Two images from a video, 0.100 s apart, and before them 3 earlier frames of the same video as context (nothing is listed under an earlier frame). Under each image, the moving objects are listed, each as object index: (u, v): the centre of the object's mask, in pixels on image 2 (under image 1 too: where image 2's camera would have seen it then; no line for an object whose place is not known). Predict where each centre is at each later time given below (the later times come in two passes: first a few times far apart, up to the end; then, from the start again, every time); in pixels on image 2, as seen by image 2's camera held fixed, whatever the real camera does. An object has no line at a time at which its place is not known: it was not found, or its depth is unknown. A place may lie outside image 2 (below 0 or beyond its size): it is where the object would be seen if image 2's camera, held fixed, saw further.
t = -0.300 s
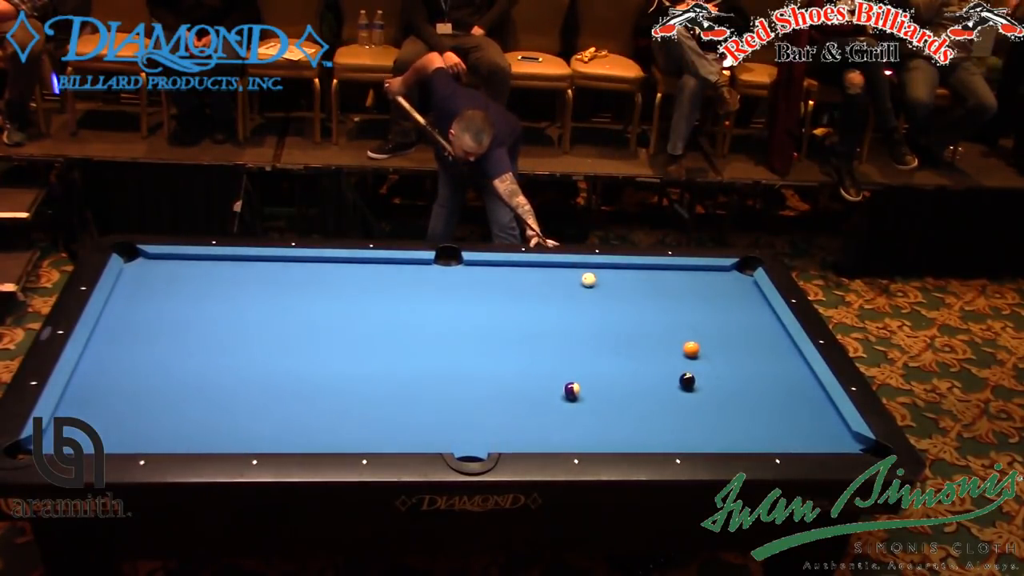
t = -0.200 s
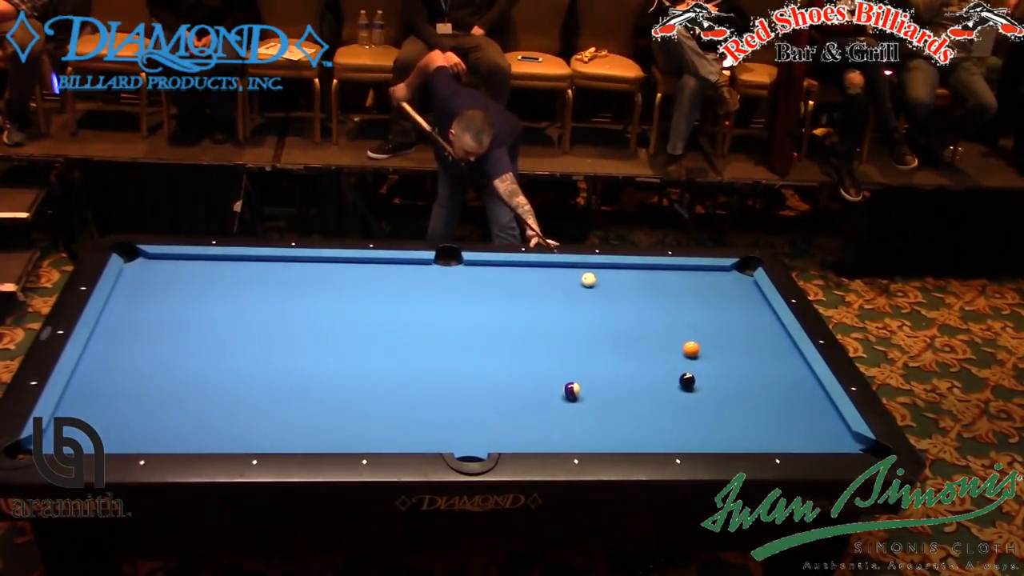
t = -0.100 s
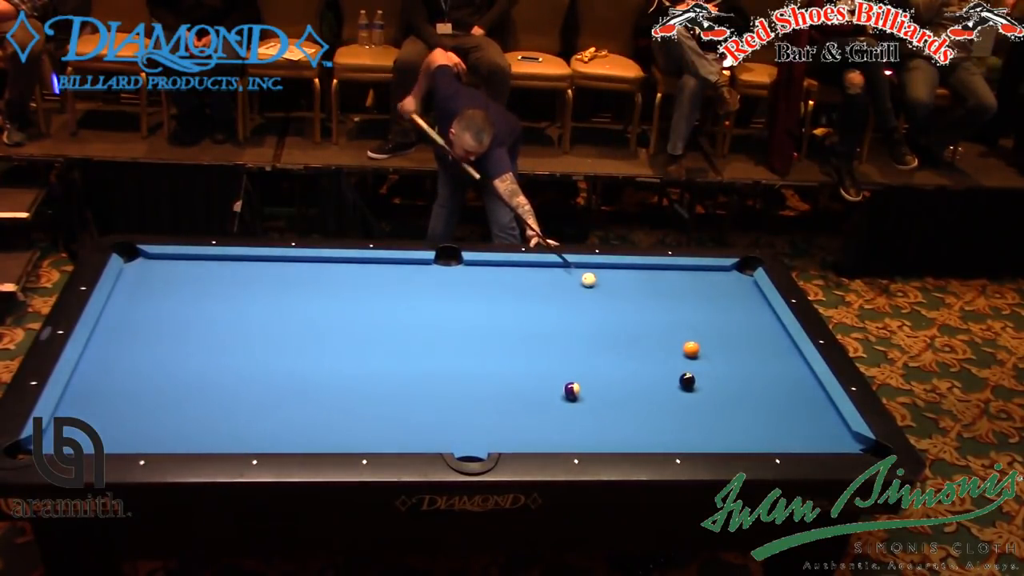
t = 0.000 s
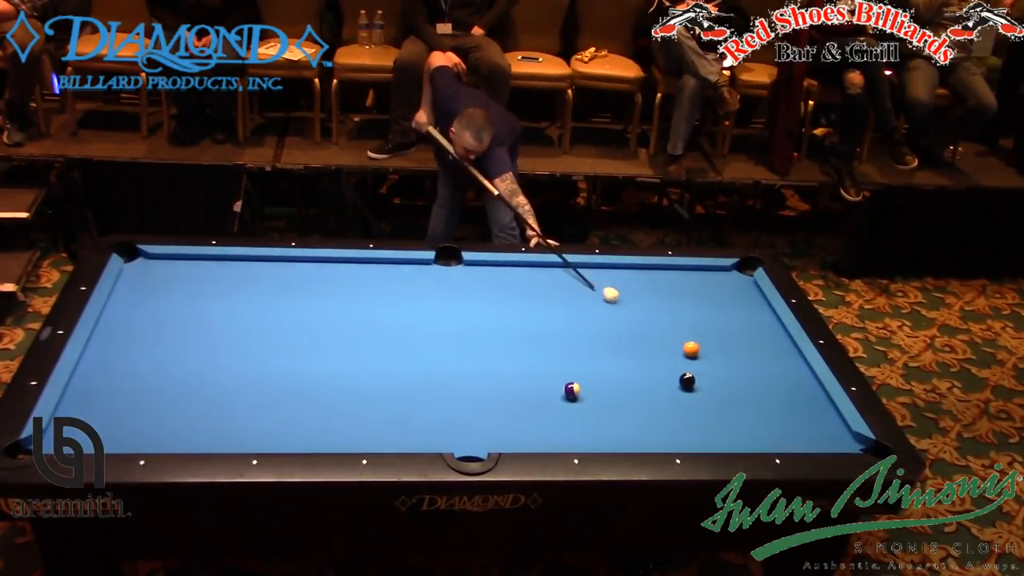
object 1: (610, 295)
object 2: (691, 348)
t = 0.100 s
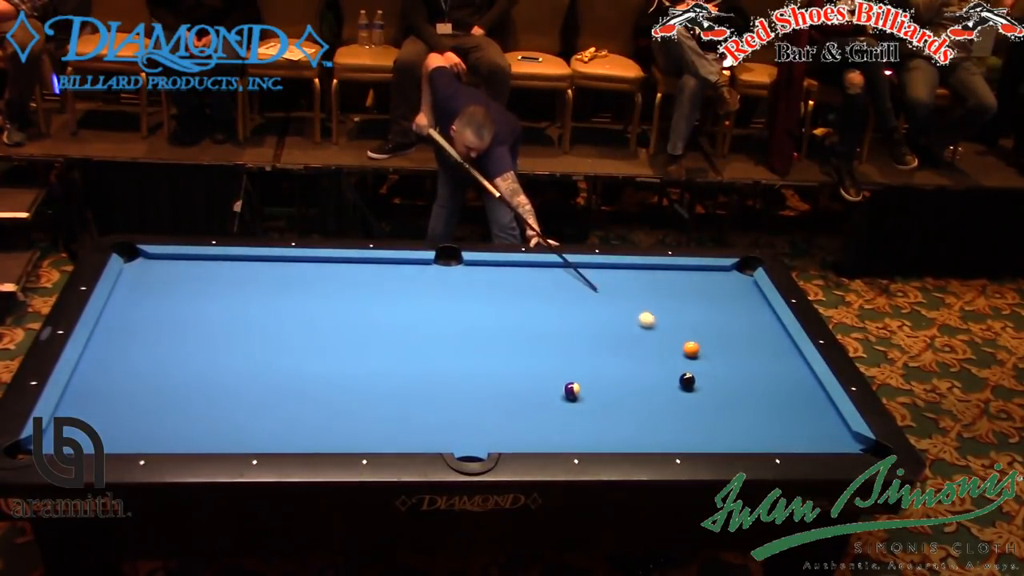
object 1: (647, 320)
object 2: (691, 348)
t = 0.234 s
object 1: (678, 343)
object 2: (707, 358)
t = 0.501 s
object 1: (672, 347)
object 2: (795, 409)
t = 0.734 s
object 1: (667, 351)
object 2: (872, 452)
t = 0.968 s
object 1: (664, 354)
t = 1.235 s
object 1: (660, 356)
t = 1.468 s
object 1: (657, 358)
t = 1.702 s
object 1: (655, 360)
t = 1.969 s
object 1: (653, 361)
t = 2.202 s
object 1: (652, 361)
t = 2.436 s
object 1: (651, 362)
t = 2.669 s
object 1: (651, 362)
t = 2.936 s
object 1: (651, 362)
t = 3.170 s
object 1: (651, 362)
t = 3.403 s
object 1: (651, 362)
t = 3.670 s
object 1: (651, 362)
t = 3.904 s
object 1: (651, 362)
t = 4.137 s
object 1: (651, 362)
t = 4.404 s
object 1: (651, 362)
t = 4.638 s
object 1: (651, 362)
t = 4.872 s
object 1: (651, 362)
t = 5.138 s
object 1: (651, 362)
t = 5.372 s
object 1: (651, 362)
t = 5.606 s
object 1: (651, 362)
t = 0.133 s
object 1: (659, 328)
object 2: (691, 348)
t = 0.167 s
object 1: (670, 336)
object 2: (691, 349)
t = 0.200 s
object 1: (679, 343)
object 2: (694, 350)
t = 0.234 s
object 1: (678, 343)
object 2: (707, 358)
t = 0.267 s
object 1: (677, 344)
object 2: (719, 365)
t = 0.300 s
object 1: (677, 344)
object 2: (730, 371)
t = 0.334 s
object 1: (676, 345)
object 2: (742, 378)
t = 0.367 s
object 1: (675, 345)
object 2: (753, 385)
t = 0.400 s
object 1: (674, 346)
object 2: (764, 391)
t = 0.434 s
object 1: (674, 346)
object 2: (775, 397)
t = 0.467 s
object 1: (673, 347)
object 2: (785, 403)
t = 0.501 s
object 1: (672, 347)
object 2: (795, 409)
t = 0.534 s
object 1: (672, 348)
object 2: (806, 415)
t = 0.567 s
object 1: (671, 348)
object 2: (816, 422)
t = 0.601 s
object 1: (670, 349)
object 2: (827, 428)
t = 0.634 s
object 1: (670, 349)
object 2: (838, 434)
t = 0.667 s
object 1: (669, 350)
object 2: (849, 439)
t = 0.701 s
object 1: (668, 350)
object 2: (861, 444)
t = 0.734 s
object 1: (667, 351)
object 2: (872, 452)
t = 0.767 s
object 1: (667, 351)
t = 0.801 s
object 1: (666, 351)
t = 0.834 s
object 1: (666, 352)
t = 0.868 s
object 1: (665, 353)
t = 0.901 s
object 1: (665, 353)
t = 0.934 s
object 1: (664, 353)
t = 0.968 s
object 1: (664, 354)
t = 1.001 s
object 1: (663, 354)
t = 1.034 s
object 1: (663, 354)
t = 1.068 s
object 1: (662, 355)
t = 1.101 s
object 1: (662, 355)
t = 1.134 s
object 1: (661, 355)
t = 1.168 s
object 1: (661, 356)
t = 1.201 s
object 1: (660, 356)
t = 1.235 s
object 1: (660, 356)
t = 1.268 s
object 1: (660, 357)
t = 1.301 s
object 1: (659, 357)
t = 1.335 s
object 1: (659, 357)
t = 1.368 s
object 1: (658, 358)
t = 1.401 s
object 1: (658, 358)
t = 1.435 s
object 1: (657, 358)
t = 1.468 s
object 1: (657, 358)
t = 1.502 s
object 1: (657, 358)
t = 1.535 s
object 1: (656, 359)
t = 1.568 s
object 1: (656, 359)
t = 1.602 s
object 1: (656, 359)
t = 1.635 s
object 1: (655, 359)
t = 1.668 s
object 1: (655, 359)
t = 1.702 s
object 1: (655, 360)
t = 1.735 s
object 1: (654, 360)
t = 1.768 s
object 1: (654, 360)
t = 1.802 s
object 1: (654, 360)
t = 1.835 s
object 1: (654, 360)
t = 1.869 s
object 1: (653, 360)
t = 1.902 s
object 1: (653, 360)
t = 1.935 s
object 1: (653, 361)
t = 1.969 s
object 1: (653, 361)
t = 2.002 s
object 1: (653, 361)
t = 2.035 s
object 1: (652, 361)
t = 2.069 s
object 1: (652, 361)
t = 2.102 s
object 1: (652, 361)
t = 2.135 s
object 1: (652, 361)
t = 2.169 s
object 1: (652, 361)
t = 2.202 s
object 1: (652, 361)
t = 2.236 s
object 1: (652, 361)
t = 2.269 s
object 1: (651, 361)
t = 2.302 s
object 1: (651, 361)
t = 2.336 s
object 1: (651, 362)
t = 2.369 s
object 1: (651, 362)
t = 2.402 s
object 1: (651, 362)
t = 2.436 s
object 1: (651, 362)
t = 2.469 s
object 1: (651, 362)
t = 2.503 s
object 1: (651, 362)
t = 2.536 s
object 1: (651, 362)
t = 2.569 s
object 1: (651, 362)
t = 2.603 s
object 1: (651, 362)
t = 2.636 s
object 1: (651, 362)
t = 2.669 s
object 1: (651, 362)
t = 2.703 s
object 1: (651, 362)
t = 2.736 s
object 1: (651, 362)
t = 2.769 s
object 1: (651, 362)
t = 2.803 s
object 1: (651, 362)
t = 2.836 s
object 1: (651, 362)
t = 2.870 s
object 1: (651, 362)
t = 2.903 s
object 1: (651, 362)
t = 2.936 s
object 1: (651, 362)
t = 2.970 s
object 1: (651, 362)
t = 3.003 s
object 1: (651, 362)
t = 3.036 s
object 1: (651, 362)
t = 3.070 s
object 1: (651, 362)
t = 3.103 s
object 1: (651, 362)
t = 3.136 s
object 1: (651, 362)
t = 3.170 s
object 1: (651, 362)
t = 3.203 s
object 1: (651, 362)
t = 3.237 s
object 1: (651, 362)
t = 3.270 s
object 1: (651, 362)
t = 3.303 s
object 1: (651, 362)
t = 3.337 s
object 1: (651, 362)
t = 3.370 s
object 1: (651, 362)
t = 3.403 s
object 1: (651, 362)
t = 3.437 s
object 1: (651, 362)
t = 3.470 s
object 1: (651, 362)
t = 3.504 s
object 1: (651, 362)
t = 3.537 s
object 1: (651, 362)
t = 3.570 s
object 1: (651, 362)
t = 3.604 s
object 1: (651, 362)
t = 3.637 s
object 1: (651, 362)
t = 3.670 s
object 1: (651, 362)
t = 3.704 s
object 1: (651, 362)
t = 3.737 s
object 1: (651, 362)
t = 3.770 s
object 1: (651, 362)
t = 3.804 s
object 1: (651, 362)
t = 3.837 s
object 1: (651, 362)
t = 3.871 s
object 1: (651, 362)
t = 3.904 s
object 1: (651, 362)
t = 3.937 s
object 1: (651, 362)
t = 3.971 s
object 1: (651, 362)
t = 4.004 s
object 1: (651, 362)
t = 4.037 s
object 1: (651, 362)
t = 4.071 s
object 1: (651, 362)
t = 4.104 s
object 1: (651, 362)
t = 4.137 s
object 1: (651, 362)
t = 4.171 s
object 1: (651, 362)
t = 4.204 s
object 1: (651, 362)
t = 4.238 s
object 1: (651, 362)
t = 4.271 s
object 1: (651, 362)
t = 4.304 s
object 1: (651, 362)
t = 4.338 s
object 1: (651, 362)
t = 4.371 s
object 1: (651, 362)
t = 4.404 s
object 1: (651, 362)
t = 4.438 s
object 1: (651, 362)
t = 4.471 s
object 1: (651, 362)
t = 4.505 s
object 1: (651, 362)
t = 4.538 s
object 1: (651, 362)
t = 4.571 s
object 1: (651, 362)
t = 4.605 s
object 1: (651, 362)
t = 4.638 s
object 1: (651, 362)
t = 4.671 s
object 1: (651, 362)
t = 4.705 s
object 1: (651, 362)
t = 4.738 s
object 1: (651, 362)
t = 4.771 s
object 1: (651, 362)
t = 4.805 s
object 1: (651, 362)
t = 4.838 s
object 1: (651, 362)
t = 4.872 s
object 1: (651, 362)
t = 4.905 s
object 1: (651, 362)
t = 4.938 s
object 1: (651, 362)
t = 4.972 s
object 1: (651, 362)
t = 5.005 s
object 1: (651, 362)
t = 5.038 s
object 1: (651, 362)
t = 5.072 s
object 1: (651, 362)
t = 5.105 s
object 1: (651, 362)
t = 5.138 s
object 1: (651, 362)
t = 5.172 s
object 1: (651, 362)
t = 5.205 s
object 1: (651, 362)
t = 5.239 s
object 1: (651, 362)
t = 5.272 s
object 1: (651, 362)
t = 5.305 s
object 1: (651, 362)
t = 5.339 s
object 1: (651, 362)
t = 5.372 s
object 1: (651, 362)
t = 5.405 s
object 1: (651, 362)
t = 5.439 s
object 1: (651, 362)
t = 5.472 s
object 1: (651, 362)
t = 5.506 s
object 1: (651, 362)
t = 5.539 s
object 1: (651, 362)
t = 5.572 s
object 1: (651, 362)
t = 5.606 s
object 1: (651, 362)
